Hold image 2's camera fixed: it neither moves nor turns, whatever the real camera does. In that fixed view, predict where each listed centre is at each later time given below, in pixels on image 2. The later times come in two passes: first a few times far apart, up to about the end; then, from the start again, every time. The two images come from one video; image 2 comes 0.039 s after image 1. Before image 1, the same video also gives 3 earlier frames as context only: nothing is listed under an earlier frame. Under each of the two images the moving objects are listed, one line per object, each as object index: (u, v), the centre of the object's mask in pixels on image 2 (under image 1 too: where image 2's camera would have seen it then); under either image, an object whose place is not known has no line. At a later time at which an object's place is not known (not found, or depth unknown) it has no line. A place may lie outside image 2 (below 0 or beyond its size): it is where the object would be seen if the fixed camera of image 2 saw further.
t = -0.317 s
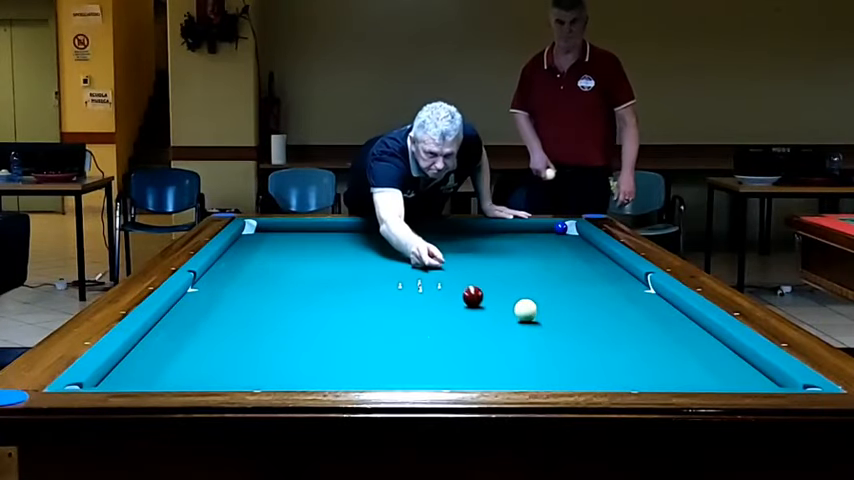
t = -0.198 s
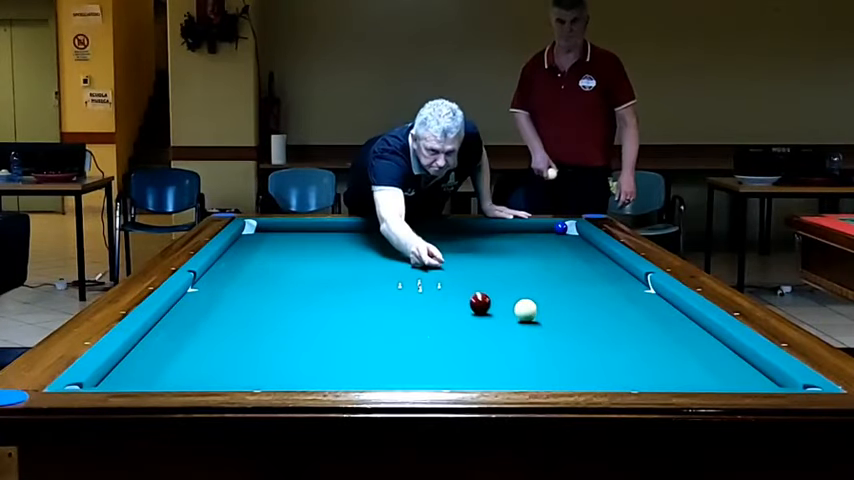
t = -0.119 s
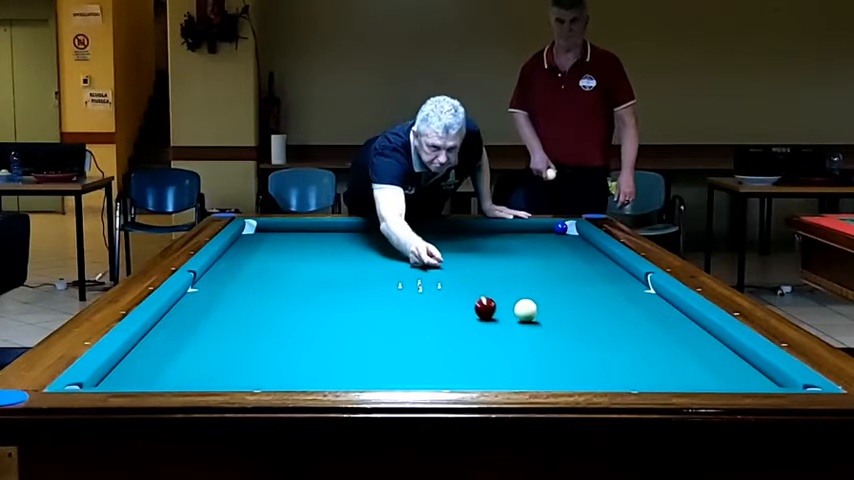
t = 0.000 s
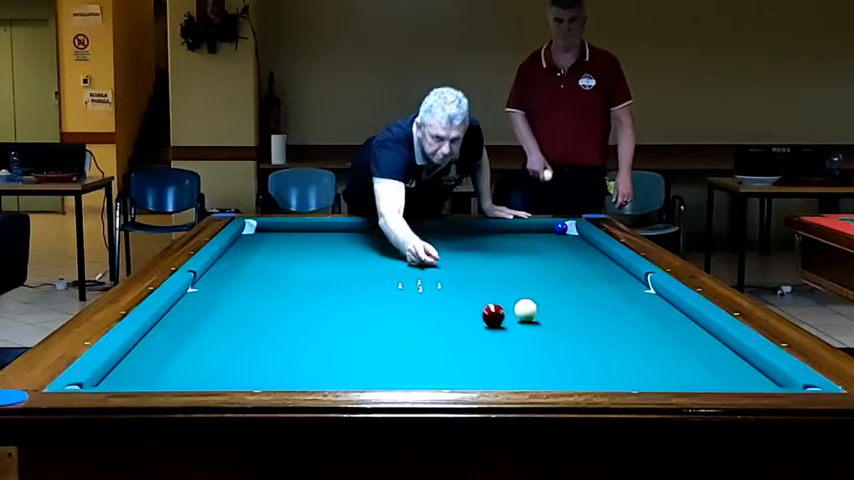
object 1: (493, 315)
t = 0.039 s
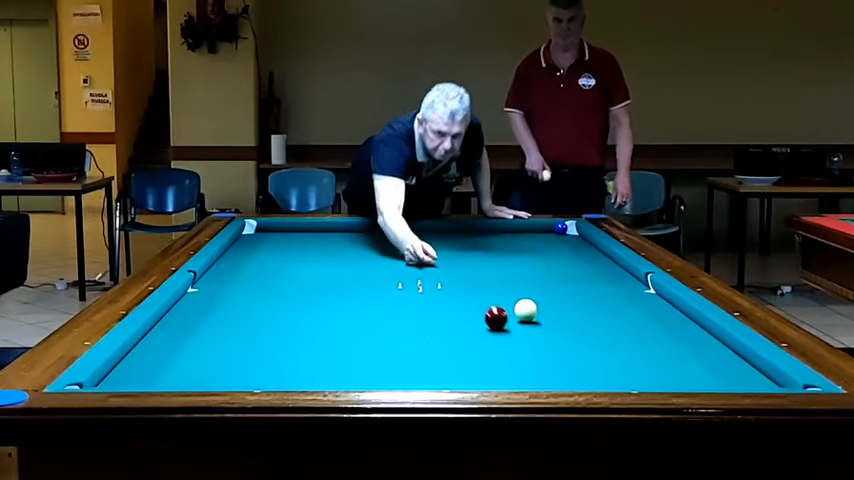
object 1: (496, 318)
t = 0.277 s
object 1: (514, 335)
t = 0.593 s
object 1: (542, 360)
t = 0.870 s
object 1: (571, 379)
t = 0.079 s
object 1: (499, 321)
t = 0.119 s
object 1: (501, 323)
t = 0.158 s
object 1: (504, 326)
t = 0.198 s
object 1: (508, 329)
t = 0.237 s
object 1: (511, 332)
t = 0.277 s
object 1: (514, 335)
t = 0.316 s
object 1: (517, 337)
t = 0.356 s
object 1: (520, 341)
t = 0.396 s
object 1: (524, 344)
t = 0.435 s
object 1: (527, 347)
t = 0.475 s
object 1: (531, 350)
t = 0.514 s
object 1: (535, 354)
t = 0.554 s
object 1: (538, 357)
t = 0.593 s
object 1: (542, 360)
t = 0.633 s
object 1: (546, 364)
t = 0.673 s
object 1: (550, 367)
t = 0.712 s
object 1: (554, 370)
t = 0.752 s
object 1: (558, 373)
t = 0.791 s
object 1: (562, 375)
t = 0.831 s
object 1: (567, 377)
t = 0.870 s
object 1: (571, 379)
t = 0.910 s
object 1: (576, 381)
